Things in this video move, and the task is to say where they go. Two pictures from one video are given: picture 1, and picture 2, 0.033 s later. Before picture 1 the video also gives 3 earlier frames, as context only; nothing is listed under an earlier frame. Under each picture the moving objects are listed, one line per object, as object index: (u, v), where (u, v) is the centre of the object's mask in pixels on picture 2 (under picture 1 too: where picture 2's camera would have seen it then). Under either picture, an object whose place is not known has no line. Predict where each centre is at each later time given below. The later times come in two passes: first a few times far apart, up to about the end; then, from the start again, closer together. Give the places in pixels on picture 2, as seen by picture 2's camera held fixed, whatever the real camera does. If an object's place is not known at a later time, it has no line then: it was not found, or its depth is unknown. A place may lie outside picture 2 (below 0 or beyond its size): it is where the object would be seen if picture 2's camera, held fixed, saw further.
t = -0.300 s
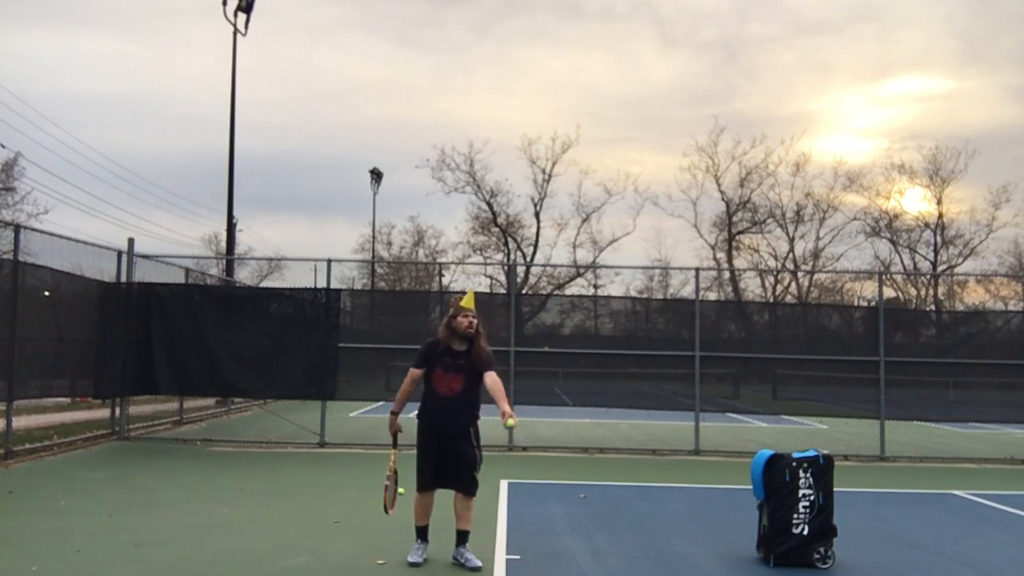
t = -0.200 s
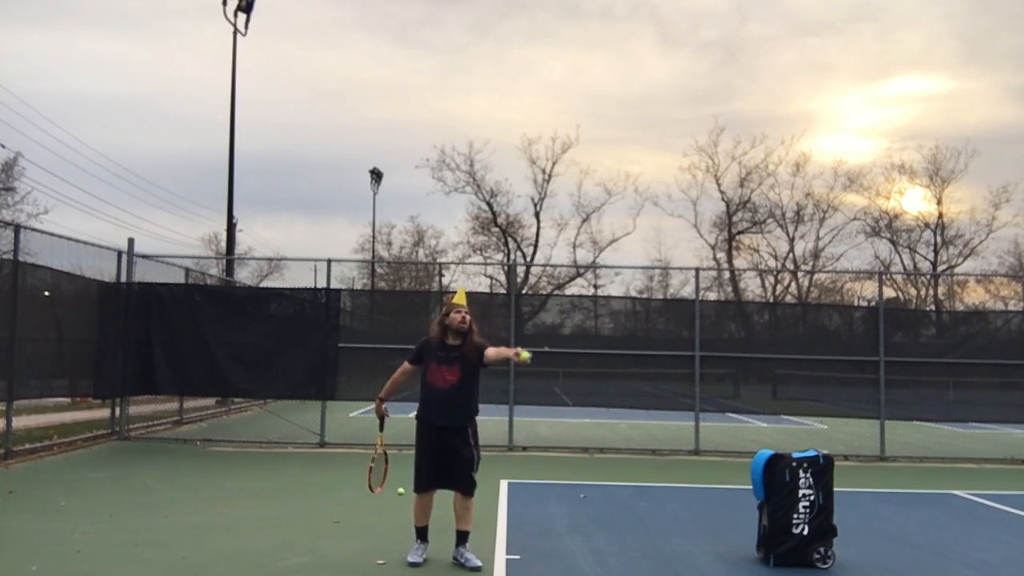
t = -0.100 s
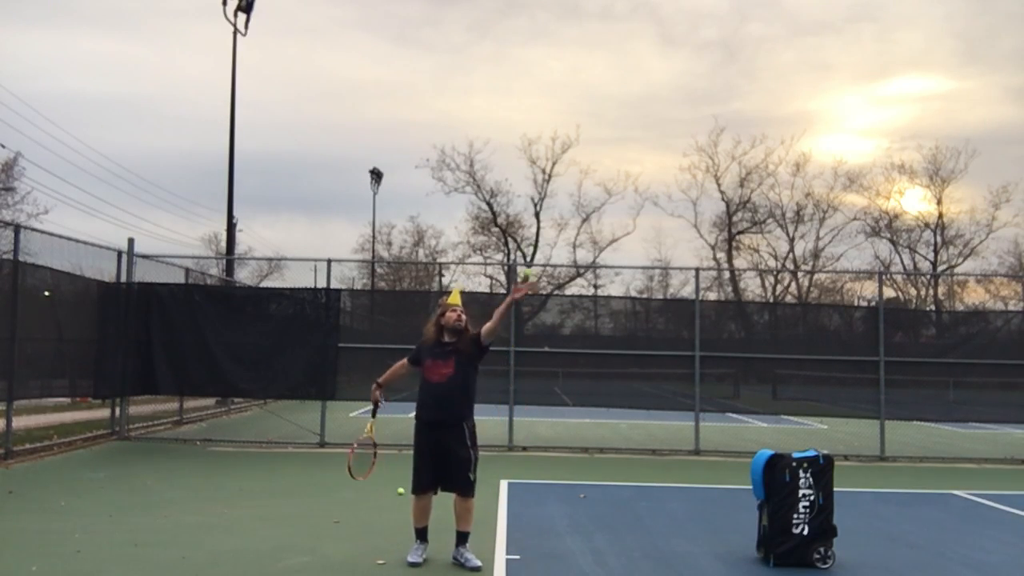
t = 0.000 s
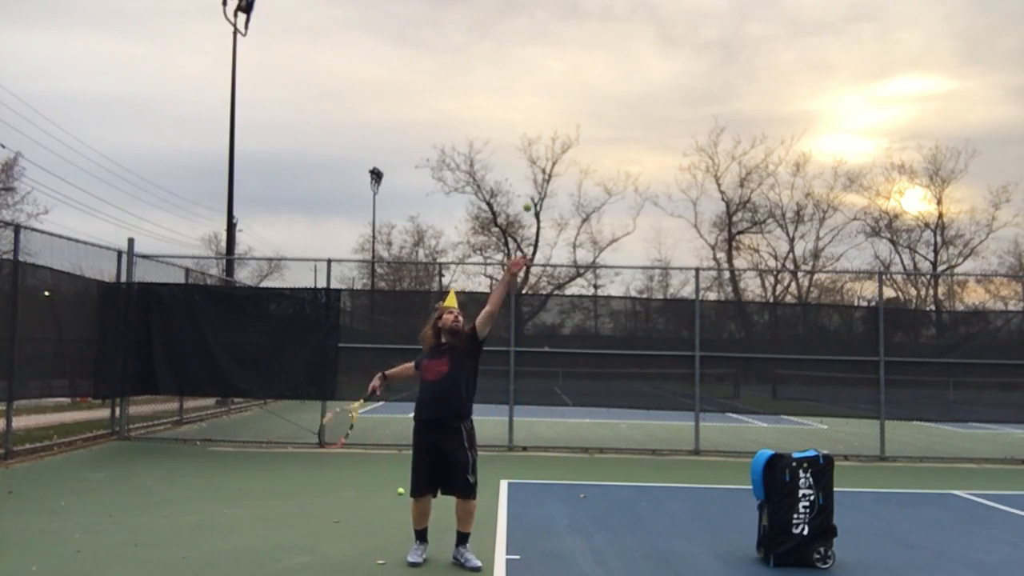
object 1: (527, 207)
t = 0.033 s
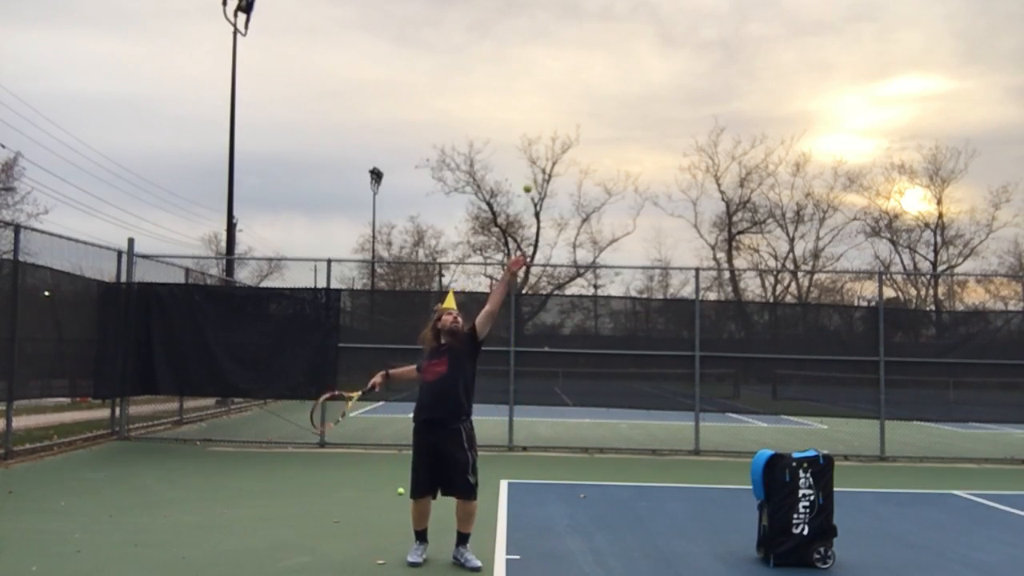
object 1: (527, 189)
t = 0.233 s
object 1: (527, 113)
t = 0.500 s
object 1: (525, 101)
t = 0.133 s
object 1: (527, 143)
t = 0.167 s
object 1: (527, 131)
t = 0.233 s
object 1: (527, 113)
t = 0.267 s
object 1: (526, 106)
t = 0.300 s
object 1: (527, 101)
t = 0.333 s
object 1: (526, 97)
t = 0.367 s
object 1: (526, 95)
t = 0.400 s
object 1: (526, 95)
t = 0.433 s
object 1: (526, 95)
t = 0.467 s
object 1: (526, 98)
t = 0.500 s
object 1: (525, 101)
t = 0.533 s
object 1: (525, 107)
